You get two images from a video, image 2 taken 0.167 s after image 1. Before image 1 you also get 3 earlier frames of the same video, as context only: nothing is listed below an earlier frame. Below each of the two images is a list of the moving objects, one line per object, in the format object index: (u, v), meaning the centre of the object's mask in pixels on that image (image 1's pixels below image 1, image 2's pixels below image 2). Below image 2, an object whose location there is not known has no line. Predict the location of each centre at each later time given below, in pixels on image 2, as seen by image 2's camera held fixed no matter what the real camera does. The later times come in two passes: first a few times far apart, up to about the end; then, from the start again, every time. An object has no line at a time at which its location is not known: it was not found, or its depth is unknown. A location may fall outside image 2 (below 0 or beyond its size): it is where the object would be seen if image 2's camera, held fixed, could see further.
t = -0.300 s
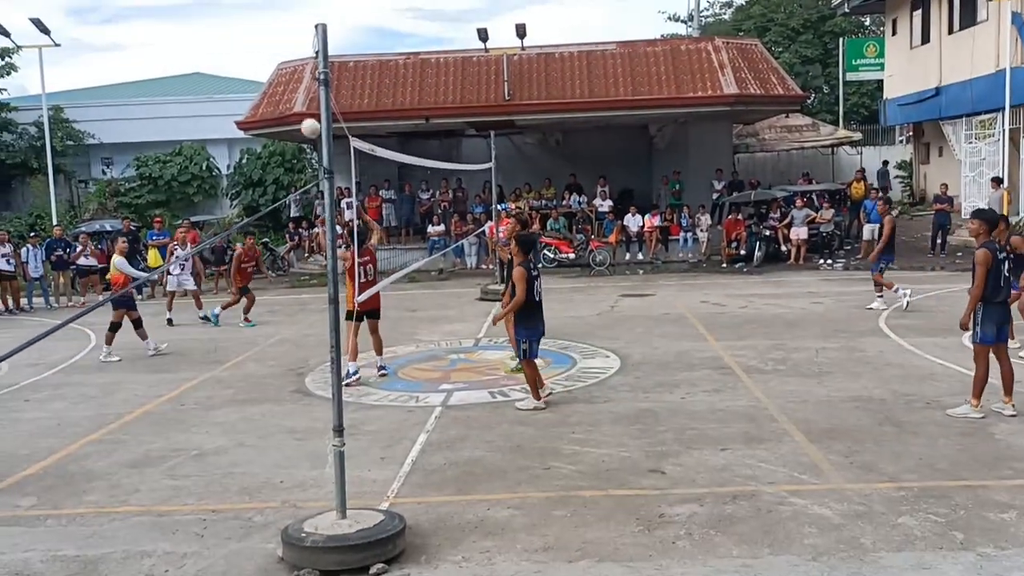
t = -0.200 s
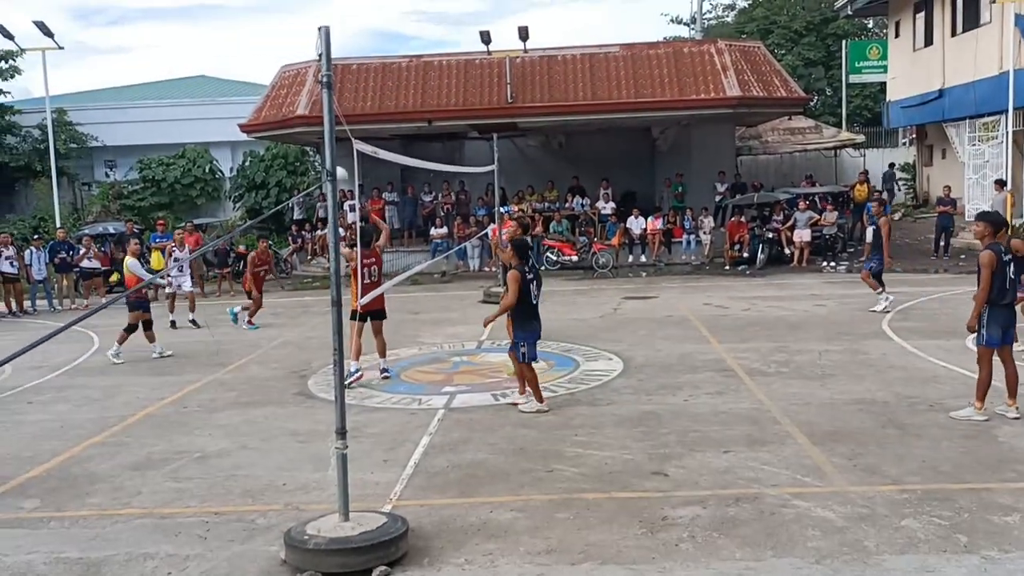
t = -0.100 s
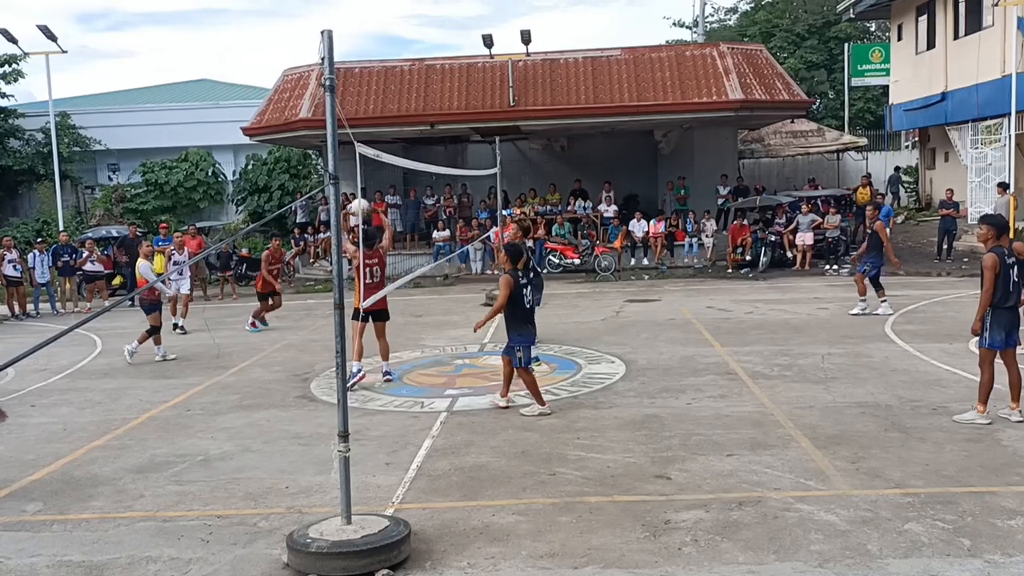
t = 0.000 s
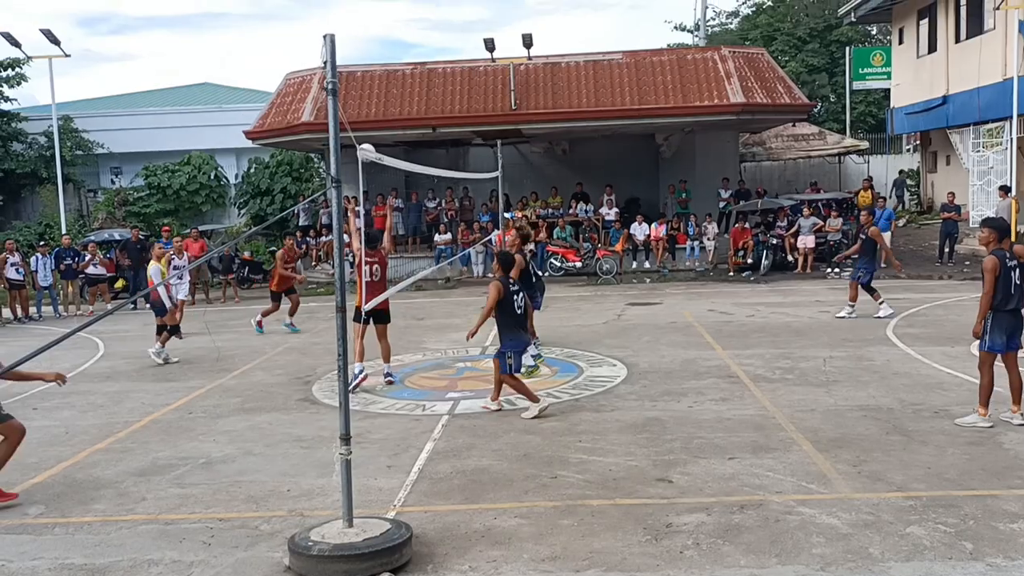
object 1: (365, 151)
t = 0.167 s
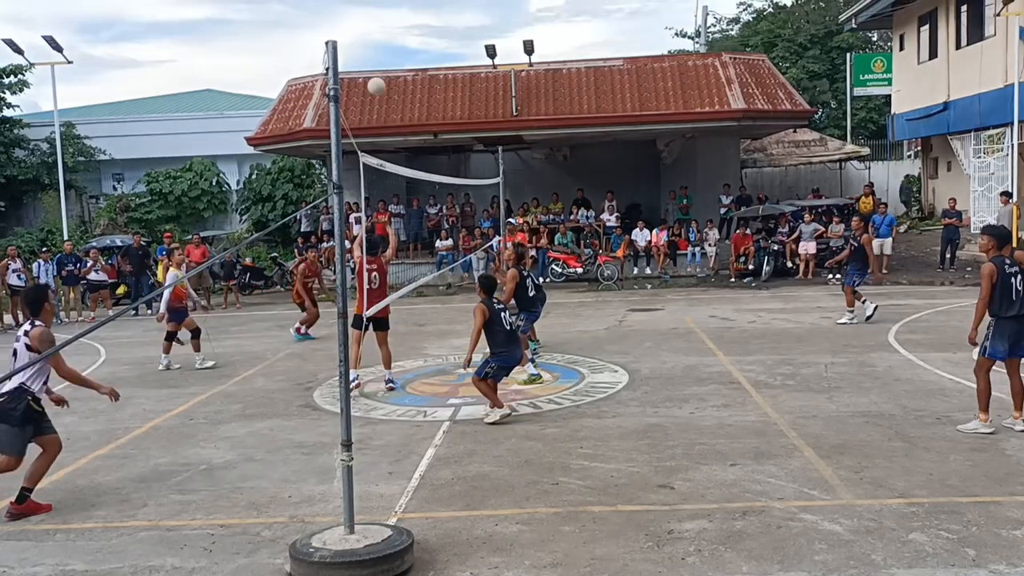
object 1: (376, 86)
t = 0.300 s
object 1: (383, 49)
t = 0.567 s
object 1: (398, 25)
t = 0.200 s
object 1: (377, 76)
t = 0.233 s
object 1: (379, 66)
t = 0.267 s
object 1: (381, 57)
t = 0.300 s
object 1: (383, 49)
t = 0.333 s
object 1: (385, 43)
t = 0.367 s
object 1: (386, 37)
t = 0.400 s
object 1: (388, 33)
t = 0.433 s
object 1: (390, 29)
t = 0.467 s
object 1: (392, 26)
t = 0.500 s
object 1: (394, 25)
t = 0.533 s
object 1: (396, 24)
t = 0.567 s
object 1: (398, 25)
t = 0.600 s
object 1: (400, 25)
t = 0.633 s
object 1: (402, 27)
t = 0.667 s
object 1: (404, 30)
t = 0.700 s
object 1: (406, 34)
